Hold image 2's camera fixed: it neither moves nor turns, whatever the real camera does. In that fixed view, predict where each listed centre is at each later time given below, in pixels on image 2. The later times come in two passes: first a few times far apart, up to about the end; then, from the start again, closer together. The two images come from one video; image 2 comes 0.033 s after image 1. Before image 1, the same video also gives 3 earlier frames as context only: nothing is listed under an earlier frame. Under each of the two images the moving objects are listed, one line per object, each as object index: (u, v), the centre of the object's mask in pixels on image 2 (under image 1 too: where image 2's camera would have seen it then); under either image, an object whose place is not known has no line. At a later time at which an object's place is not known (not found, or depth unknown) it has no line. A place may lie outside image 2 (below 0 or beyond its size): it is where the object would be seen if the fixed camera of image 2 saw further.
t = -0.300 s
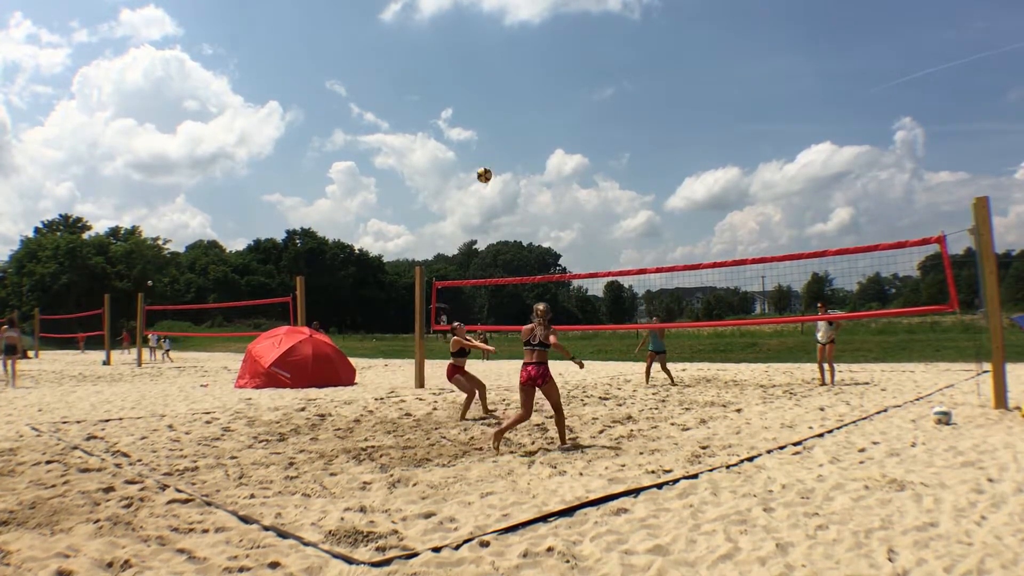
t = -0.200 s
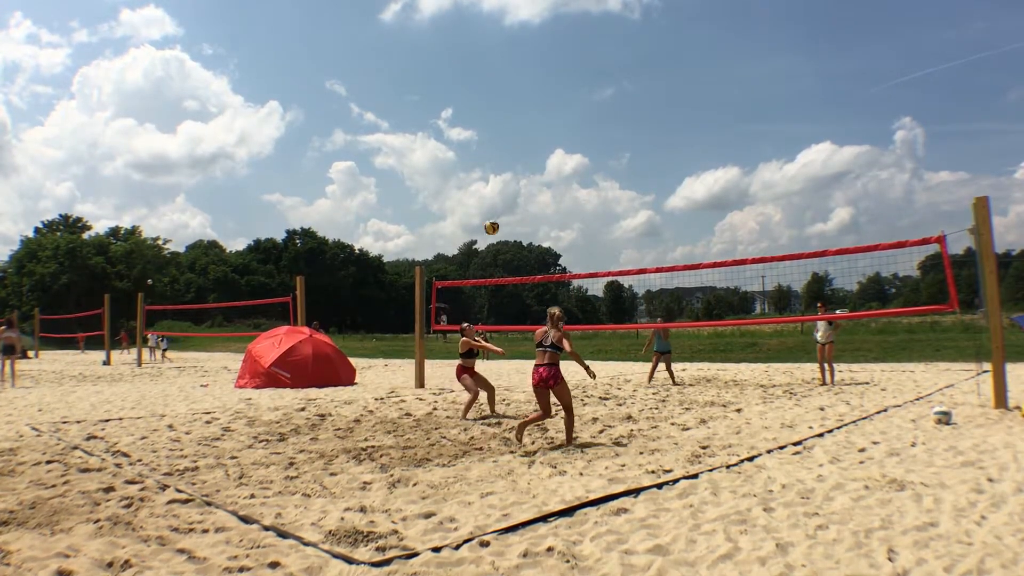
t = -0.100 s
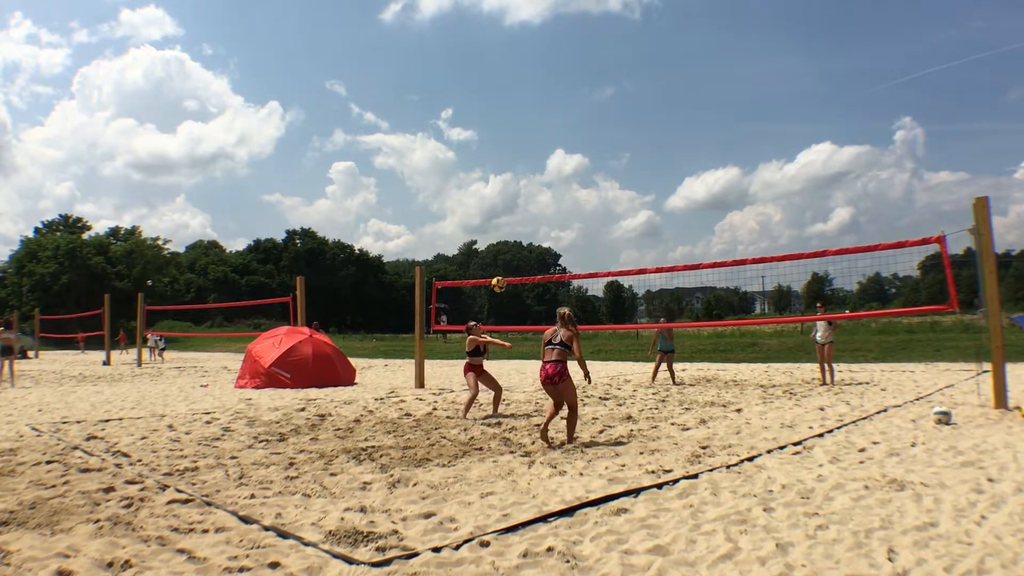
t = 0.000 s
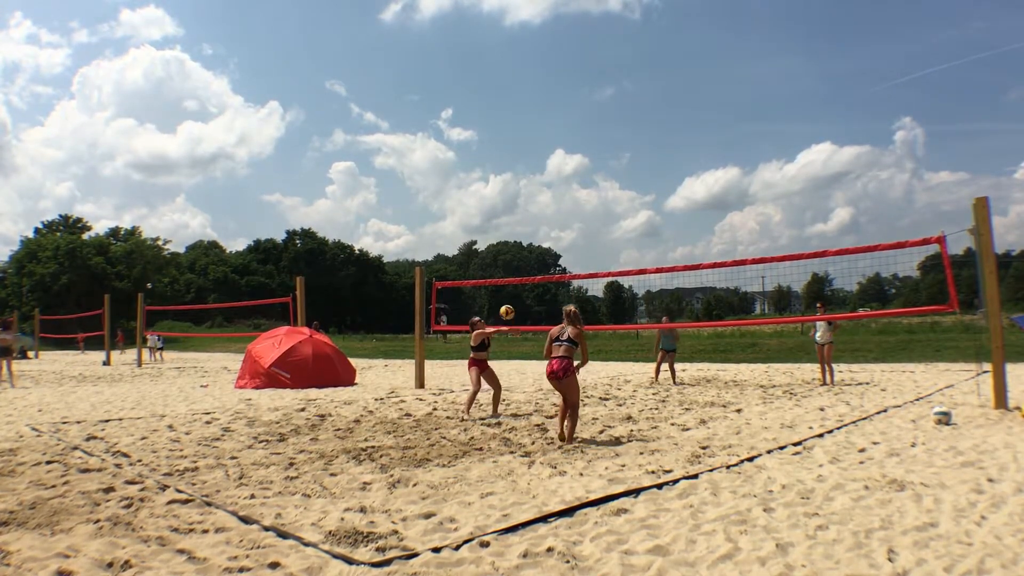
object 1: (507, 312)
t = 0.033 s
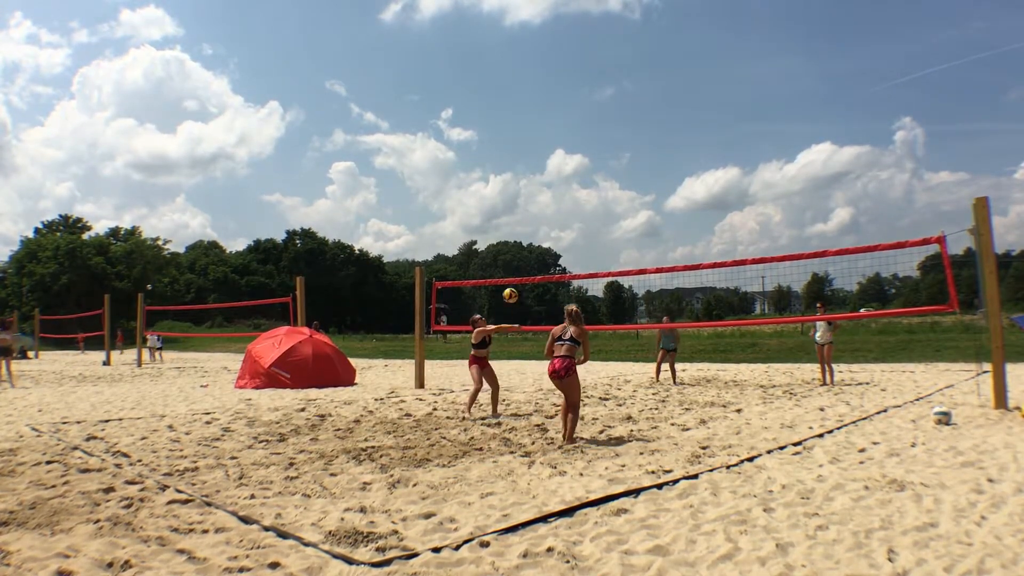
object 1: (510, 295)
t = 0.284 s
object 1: (534, 193)
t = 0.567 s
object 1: (562, 133)
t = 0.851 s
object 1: (591, 126)
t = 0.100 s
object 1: (516, 263)
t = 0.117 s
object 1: (518, 256)
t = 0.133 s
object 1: (519, 249)
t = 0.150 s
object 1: (521, 242)
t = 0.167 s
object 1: (522, 235)
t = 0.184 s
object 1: (524, 229)
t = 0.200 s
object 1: (526, 222)
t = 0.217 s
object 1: (527, 216)
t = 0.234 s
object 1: (529, 210)
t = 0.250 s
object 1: (531, 204)
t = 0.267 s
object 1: (532, 199)
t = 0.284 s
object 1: (534, 193)
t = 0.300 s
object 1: (536, 188)
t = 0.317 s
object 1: (537, 183)
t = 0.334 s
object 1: (539, 179)
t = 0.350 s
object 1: (541, 174)
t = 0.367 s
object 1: (542, 170)
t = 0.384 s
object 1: (544, 166)
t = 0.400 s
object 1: (545, 162)
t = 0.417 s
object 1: (547, 158)
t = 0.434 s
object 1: (549, 154)
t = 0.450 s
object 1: (551, 151)
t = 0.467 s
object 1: (552, 148)
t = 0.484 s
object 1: (554, 145)
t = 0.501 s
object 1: (555, 142)
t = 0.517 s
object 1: (557, 139)
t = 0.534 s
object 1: (559, 137)
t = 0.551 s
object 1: (560, 135)
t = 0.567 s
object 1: (562, 133)
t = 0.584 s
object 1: (564, 131)
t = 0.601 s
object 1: (565, 129)
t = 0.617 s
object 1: (567, 127)
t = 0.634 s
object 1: (568, 126)
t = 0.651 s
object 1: (570, 125)
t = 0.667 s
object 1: (572, 124)
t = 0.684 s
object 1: (573, 124)
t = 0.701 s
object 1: (575, 123)
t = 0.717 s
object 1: (577, 122)
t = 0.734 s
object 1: (579, 122)
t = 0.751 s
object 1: (580, 122)
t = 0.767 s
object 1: (582, 122)
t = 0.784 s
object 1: (584, 123)
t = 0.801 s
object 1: (586, 123)
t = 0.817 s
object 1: (587, 124)
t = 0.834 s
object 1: (589, 125)
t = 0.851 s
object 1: (591, 126)
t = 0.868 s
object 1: (593, 127)
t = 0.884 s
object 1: (595, 128)
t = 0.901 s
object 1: (596, 130)
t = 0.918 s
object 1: (598, 132)
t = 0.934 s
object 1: (600, 134)
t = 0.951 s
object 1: (601, 136)
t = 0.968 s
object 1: (603, 138)
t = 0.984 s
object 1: (605, 140)
